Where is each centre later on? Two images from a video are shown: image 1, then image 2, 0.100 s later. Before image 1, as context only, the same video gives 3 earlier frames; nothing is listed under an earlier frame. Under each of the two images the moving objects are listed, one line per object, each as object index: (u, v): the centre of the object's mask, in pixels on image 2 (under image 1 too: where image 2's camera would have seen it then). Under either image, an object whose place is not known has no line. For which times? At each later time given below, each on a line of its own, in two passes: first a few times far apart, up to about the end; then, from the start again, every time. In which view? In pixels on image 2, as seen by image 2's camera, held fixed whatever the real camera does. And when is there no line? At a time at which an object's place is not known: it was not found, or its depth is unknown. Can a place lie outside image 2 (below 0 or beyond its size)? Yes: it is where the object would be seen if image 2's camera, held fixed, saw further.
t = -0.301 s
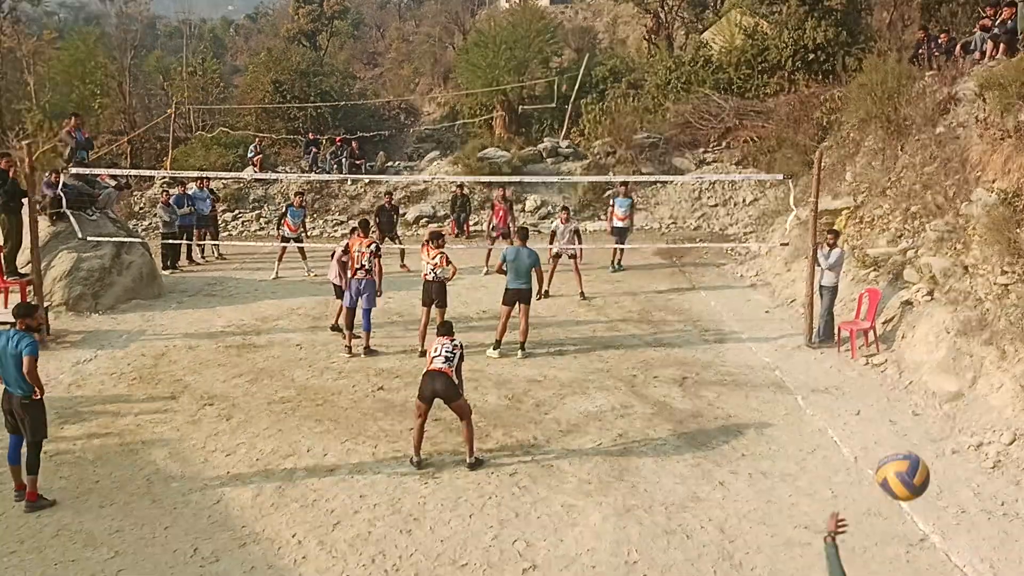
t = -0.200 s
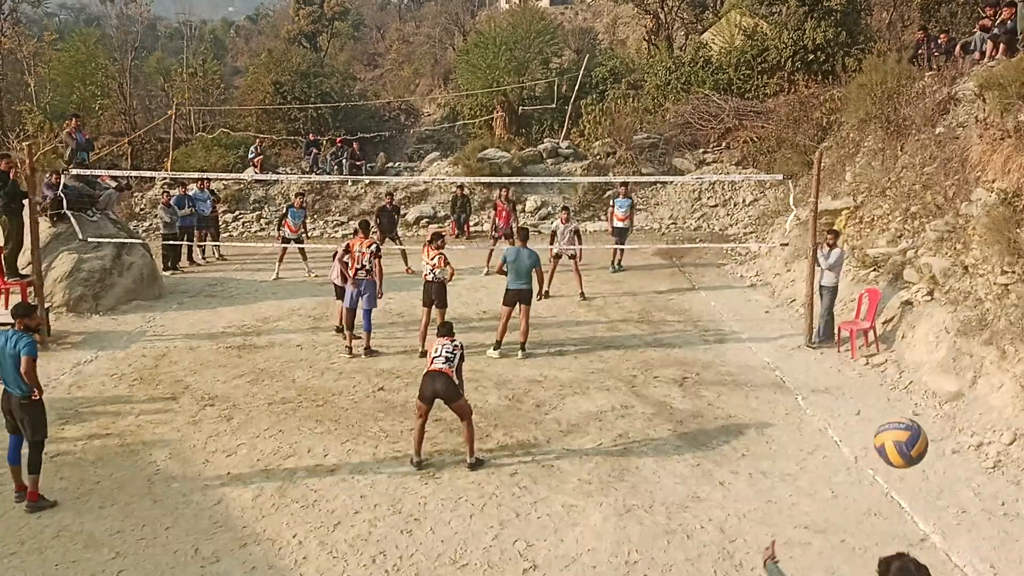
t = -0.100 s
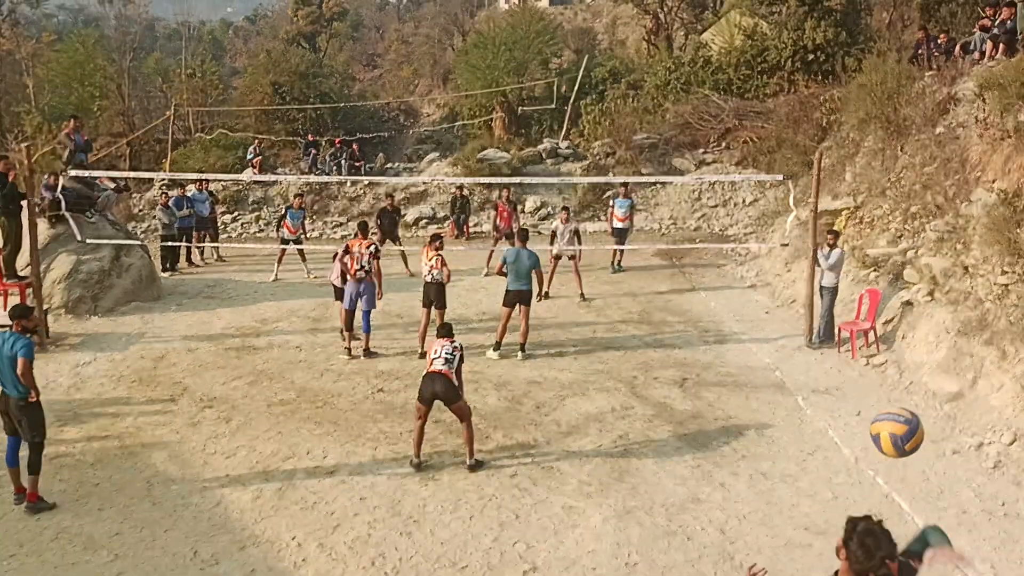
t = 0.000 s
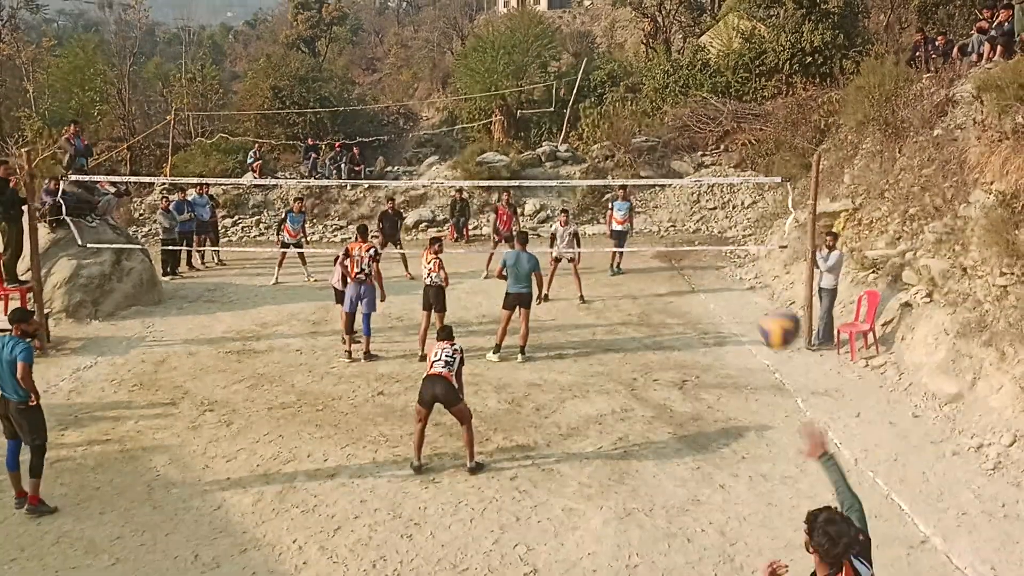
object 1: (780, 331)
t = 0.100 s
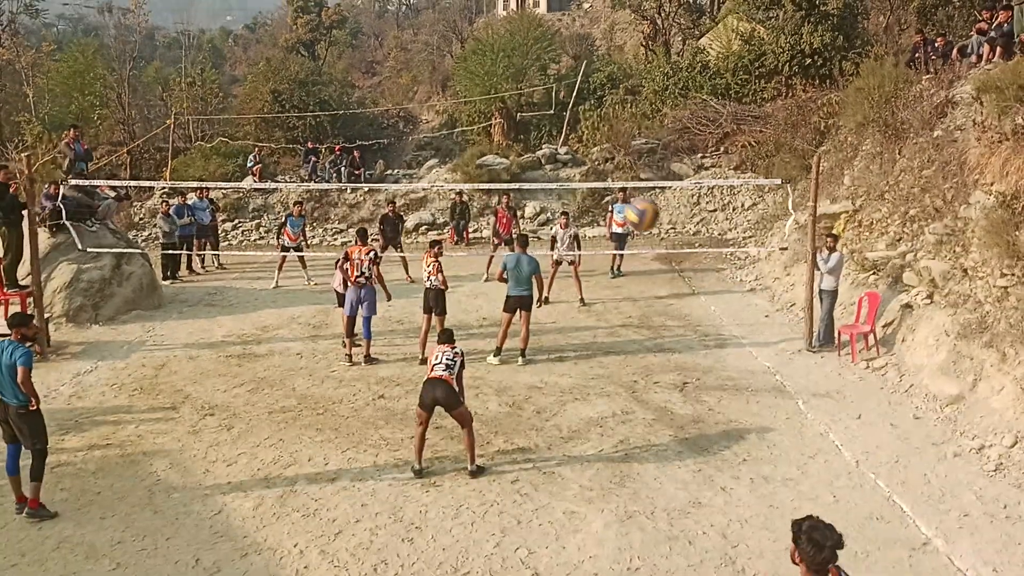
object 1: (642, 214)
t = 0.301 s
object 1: (478, 112)
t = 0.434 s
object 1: (410, 92)
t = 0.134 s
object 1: (606, 188)
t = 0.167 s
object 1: (576, 166)
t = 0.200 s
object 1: (548, 149)
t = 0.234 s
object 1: (523, 134)
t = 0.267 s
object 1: (501, 123)
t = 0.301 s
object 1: (478, 112)
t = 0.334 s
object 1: (459, 105)
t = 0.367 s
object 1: (442, 99)
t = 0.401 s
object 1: (425, 95)
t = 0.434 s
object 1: (410, 92)
